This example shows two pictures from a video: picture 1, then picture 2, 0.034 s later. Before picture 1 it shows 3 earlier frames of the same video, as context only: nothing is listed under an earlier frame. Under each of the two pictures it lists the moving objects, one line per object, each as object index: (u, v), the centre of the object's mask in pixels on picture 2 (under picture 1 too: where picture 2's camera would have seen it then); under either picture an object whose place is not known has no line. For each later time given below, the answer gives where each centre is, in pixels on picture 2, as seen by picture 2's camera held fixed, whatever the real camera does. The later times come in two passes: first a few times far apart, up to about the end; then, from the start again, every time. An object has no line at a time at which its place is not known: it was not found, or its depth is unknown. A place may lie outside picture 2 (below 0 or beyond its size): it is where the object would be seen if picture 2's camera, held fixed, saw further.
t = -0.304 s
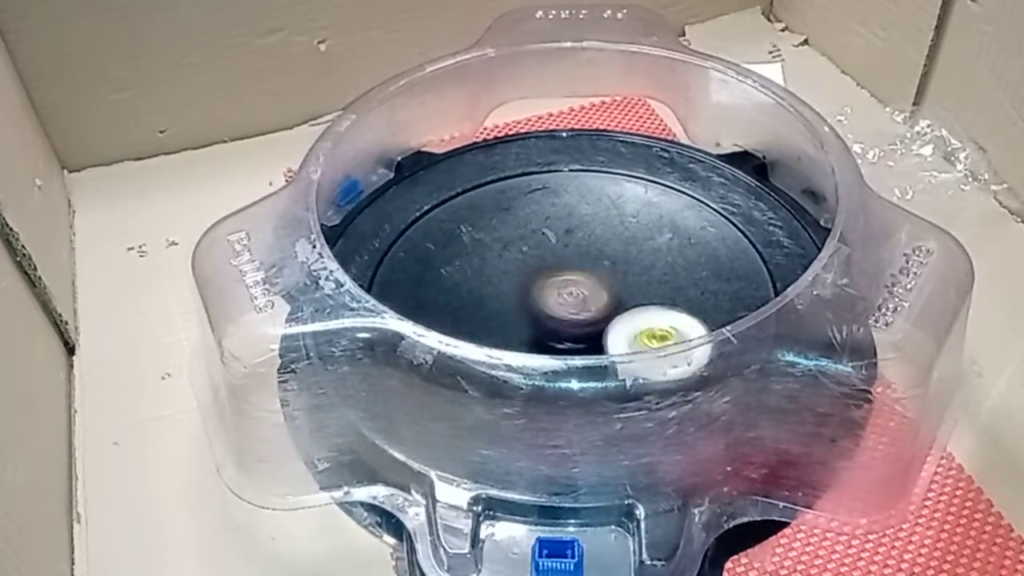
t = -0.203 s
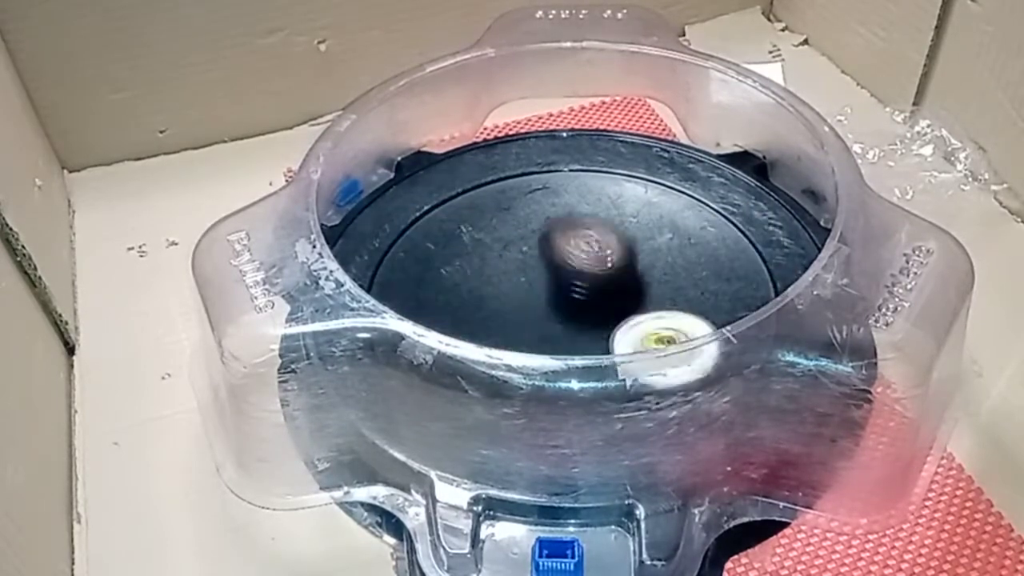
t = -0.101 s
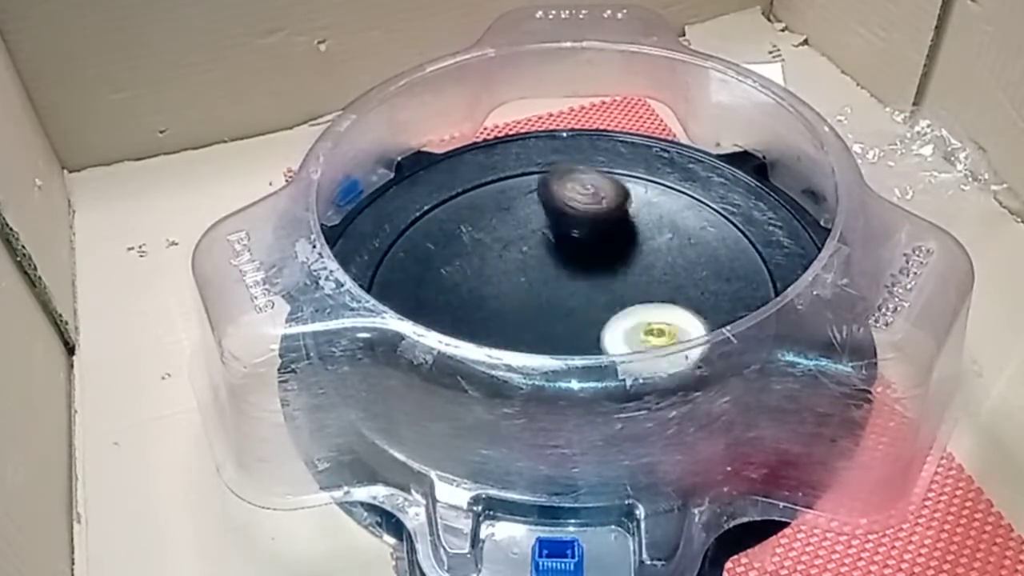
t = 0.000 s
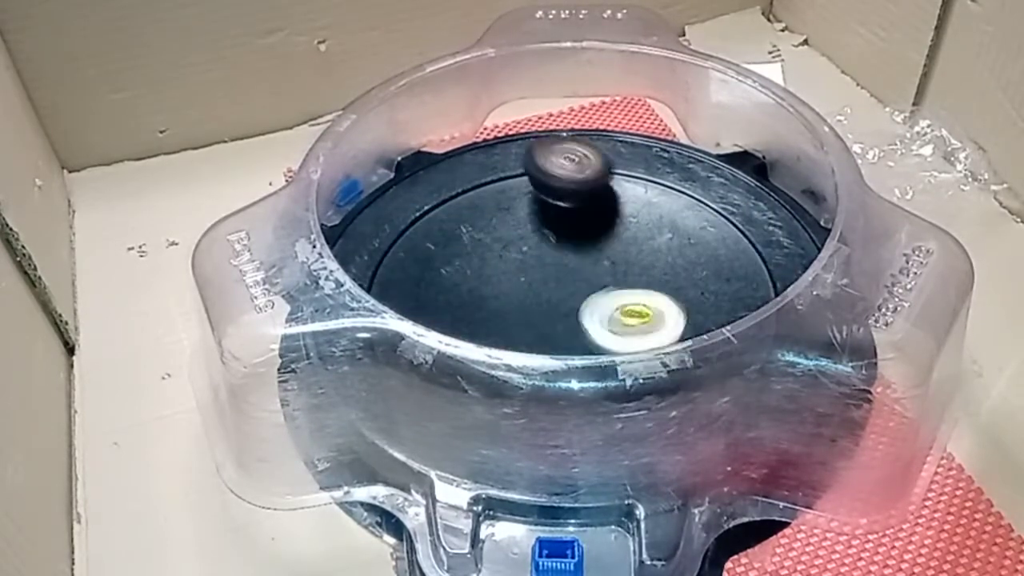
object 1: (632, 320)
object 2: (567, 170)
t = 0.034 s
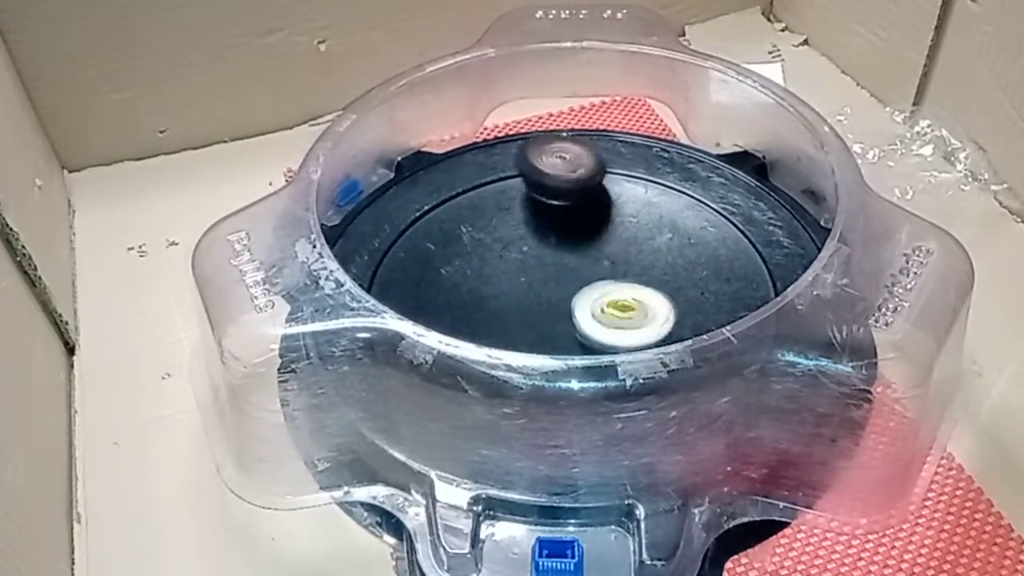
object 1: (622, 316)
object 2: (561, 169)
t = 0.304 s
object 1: (512, 305)
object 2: (499, 227)
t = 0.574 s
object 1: (518, 402)
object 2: (515, 248)
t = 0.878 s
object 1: (661, 315)
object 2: (575, 221)
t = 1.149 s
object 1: (677, 197)
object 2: (532, 246)
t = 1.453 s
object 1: (603, 207)
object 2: (557, 278)
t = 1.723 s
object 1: (600, 247)
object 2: (582, 330)
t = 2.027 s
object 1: (621, 243)
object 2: (635, 326)
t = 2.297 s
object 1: (626, 238)
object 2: (579, 314)
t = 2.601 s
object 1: (593, 276)
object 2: (529, 323)
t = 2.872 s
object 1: (569, 267)
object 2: (567, 329)
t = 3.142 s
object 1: (591, 240)
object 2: (599, 317)
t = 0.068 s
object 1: (612, 309)
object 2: (552, 172)
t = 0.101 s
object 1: (598, 303)
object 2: (545, 176)
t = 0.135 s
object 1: (582, 297)
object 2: (536, 187)
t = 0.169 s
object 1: (566, 293)
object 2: (528, 199)
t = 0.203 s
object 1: (549, 285)
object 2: (522, 213)
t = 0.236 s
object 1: (535, 289)
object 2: (514, 220)
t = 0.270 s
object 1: (522, 297)
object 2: (506, 223)
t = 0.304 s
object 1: (512, 305)
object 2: (499, 227)
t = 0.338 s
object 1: (507, 314)
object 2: (494, 233)
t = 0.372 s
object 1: (503, 318)
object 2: (491, 239)
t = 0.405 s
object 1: (502, 321)
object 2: (488, 251)
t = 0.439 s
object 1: (504, 324)
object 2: (488, 263)
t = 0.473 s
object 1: (508, 327)
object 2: (490, 268)
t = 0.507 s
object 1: (514, 335)
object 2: (498, 267)
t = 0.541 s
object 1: (507, 391)
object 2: (505, 261)
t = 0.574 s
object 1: (518, 402)
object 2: (515, 248)
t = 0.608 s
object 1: (537, 417)
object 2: (525, 242)
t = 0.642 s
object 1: (562, 428)
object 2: (533, 234)
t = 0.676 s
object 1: (579, 425)
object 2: (543, 226)
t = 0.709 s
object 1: (602, 412)
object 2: (552, 222)
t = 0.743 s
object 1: (623, 401)
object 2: (559, 218)
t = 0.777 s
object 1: (636, 378)
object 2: (565, 217)
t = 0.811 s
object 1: (649, 359)
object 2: (570, 215)
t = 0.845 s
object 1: (657, 340)
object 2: (573, 217)
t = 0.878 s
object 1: (661, 315)
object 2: (575, 221)
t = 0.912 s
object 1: (664, 297)
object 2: (575, 224)
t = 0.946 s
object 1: (664, 277)
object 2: (574, 229)
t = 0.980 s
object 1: (667, 258)
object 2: (572, 235)
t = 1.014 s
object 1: (674, 241)
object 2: (562, 236)
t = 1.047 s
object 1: (676, 229)
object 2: (553, 238)
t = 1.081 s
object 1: (680, 215)
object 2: (543, 240)
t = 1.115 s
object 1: (679, 205)
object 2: (537, 243)
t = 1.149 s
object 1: (677, 197)
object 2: (532, 246)
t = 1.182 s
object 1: (674, 190)
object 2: (530, 249)
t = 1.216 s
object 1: (671, 187)
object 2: (529, 252)
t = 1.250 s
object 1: (665, 184)
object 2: (530, 257)
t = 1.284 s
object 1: (658, 183)
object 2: (530, 259)
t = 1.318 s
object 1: (648, 182)
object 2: (535, 263)
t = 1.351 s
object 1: (639, 185)
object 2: (540, 267)
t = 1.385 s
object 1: (625, 190)
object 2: (546, 270)
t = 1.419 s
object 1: (614, 197)
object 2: (552, 273)
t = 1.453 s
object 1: (603, 207)
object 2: (557, 278)
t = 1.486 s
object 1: (603, 211)
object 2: (555, 289)
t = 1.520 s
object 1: (602, 212)
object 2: (554, 303)
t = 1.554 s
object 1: (601, 214)
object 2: (553, 311)
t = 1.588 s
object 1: (600, 219)
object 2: (555, 317)
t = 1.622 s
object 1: (598, 225)
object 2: (559, 322)
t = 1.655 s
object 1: (598, 232)
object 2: (563, 326)
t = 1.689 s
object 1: (600, 239)
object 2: (572, 328)
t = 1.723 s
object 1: (600, 247)
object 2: (582, 330)
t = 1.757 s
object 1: (600, 253)
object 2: (593, 330)
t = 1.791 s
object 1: (603, 261)
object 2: (603, 329)
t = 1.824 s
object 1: (604, 266)
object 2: (612, 327)
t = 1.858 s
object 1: (613, 259)
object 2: (617, 331)
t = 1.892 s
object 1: (620, 257)
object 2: (622, 333)
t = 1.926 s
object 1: (624, 252)
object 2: (627, 333)
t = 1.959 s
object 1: (622, 249)
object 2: (630, 333)
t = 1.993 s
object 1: (621, 246)
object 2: (633, 331)
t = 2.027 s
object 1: (621, 243)
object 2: (635, 326)
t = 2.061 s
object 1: (623, 240)
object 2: (633, 322)
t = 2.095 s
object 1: (624, 240)
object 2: (631, 319)
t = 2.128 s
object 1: (627, 237)
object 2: (629, 313)
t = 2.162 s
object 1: (630, 236)
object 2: (623, 312)
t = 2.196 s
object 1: (630, 235)
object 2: (615, 312)
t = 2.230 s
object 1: (630, 234)
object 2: (604, 312)
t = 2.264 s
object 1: (629, 236)
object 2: (593, 313)
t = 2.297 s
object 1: (626, 238)
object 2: (579, 314)
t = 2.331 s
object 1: (624, 240)
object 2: (570, 314)
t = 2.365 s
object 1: (623, 242)
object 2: (561, 315)
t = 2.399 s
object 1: (622, 247)
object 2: (551, 316)
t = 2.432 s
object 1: (616, 252)
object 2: (545, 317)
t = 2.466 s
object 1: (612, 256)
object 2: (538, 319)
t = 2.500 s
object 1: (609, 262)
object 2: (533, 320)
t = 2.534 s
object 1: (605, 269)
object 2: (529, 322)
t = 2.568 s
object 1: (599, 274)
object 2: (528, 322)
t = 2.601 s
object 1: (593, 276)
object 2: (529, 323)
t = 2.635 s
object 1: (586, 277)
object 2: (531, 324)
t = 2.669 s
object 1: (578, 279)
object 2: (531, 326)
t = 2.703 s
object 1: (572, 276)
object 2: (536, 329)
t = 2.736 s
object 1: (569, 274)
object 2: (540, 330)
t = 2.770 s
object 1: (566, 273)
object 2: (545, 332)
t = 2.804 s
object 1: (565, 271)
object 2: (551, 332)
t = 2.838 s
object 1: (567, 268)
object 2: (557, 331)
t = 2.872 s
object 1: (569, 267)
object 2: (567, 329)
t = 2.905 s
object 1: (567, 265)
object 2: (575, 326)
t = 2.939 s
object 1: (566, 259)
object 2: (579, 326)
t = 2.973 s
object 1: (569, 256)
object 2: (582, 326)
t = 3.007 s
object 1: (573, 252)
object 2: (586, 325)
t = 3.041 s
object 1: (578, 248)
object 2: (591, 324)
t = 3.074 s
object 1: (581, 245)
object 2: (594, 322)
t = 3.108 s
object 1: (585, 242)
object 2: (597, 320)
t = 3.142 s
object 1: (591, 240)
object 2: (599, 317)
